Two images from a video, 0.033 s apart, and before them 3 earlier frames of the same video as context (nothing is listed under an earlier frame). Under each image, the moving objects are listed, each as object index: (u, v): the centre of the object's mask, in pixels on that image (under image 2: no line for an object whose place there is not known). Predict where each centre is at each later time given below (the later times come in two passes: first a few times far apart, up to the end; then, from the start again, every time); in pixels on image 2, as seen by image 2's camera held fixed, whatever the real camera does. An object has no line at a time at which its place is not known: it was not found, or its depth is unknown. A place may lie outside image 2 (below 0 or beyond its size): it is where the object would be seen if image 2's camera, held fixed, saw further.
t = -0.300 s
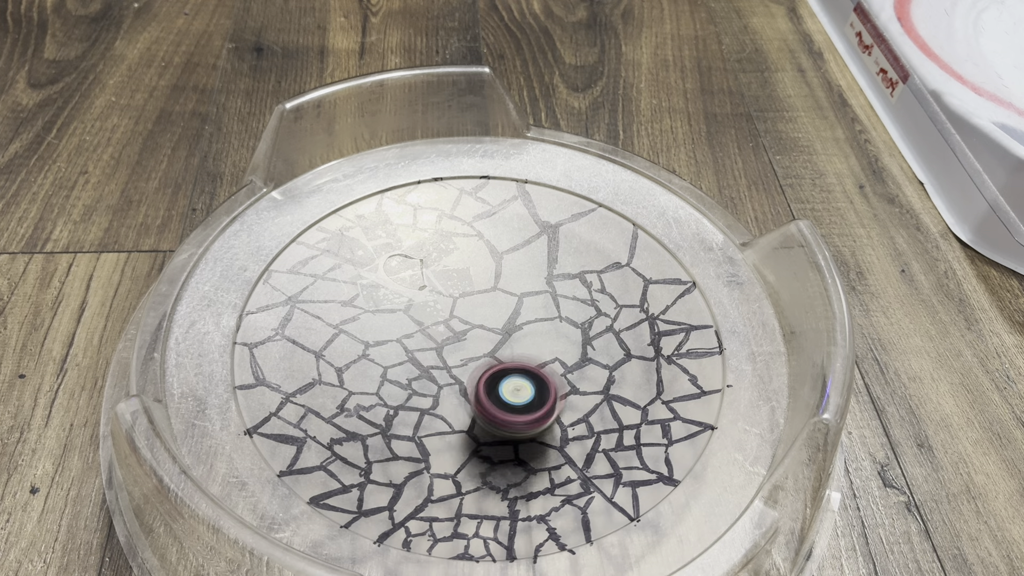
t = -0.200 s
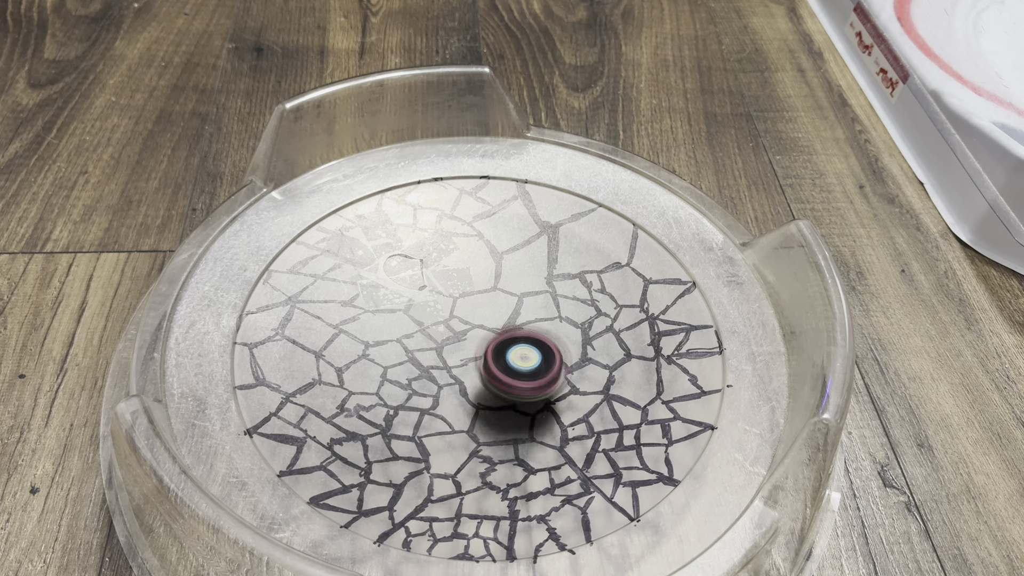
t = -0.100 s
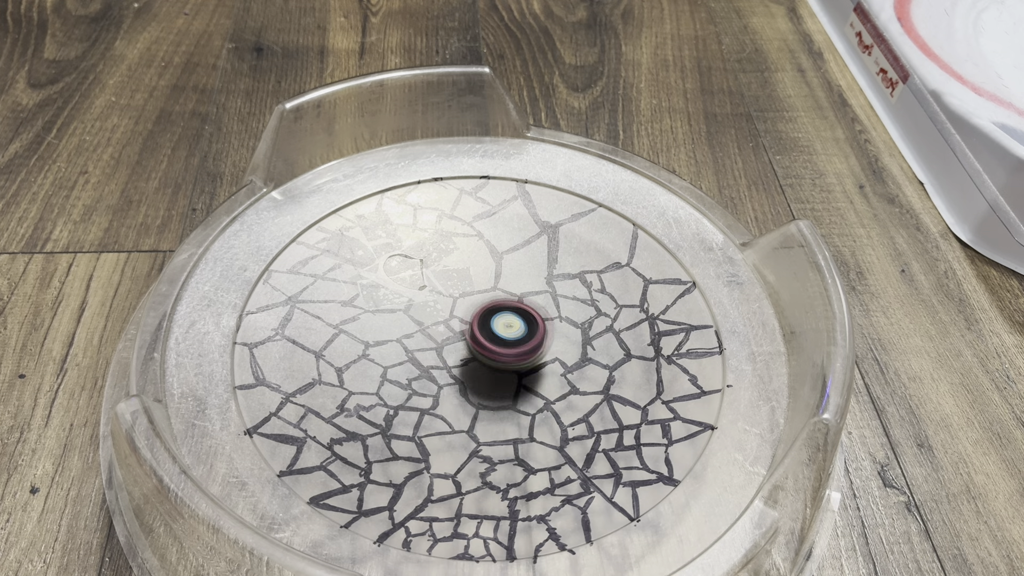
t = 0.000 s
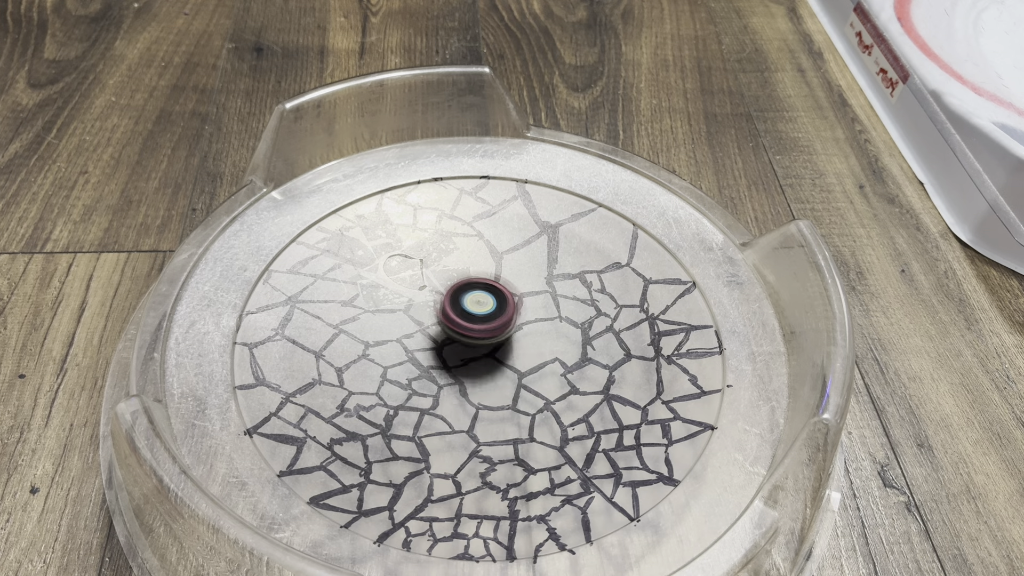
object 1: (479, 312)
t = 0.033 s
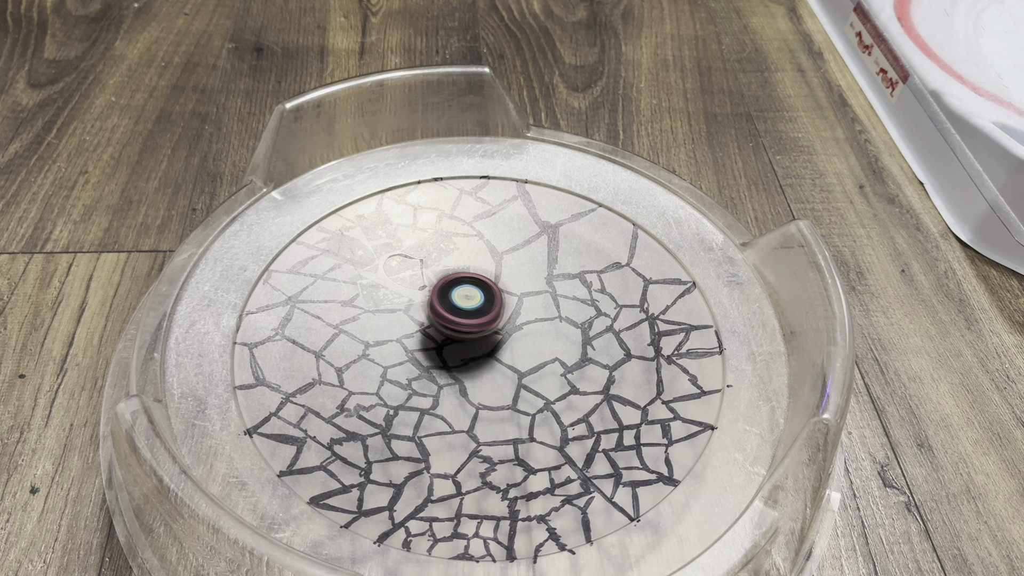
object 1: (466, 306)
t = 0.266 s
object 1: (385, 308)
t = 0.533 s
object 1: (414, 370)
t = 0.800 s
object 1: (507, 334)
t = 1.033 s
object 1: (500, 274)
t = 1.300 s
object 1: (432, 282)
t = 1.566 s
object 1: (474, 348)
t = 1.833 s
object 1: (563, 342)
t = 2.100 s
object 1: (544, 291)
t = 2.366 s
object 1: (471, 329)
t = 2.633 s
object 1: (485, 397)
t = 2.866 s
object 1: (552, 389)
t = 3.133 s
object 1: (507, 331)
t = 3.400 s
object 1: (419, 335)
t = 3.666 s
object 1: (415, 389)
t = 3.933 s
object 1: (495, 355)
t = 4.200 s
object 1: (477, 294)
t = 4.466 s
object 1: (438, 282)
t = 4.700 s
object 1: (430, 294)
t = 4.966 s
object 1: (466, 339)
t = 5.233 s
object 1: (542, 339)
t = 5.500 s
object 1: (556, 317)
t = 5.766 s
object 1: (540, 315)
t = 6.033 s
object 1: (484, 329)
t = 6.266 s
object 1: (457, 372)
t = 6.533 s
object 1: (473, 394)
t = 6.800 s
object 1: (483, 390)
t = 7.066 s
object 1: (496, 349)
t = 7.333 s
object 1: (453, 305)
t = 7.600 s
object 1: (418, 304)
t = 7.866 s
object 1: (422, 321)
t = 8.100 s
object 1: (475, 345)
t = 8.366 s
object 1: (539, 325)
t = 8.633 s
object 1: (539, 304)
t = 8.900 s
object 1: (514, 303)
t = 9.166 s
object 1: (470, 339)
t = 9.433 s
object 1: (475, 387)
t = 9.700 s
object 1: (497, 392)
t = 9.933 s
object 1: (511, 369)
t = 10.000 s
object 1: (510, 358)
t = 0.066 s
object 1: (454, 302)
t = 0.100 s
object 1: (442, 300)
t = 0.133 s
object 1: (429, 298)
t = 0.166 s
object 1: (416, 298)
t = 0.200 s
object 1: (404, 300)
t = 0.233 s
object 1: (395, 303)
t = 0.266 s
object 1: (385, 308)
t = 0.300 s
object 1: (379, 315)
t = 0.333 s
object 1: (376, 322)
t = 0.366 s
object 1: (374, 332)
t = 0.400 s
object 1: (377, 340)
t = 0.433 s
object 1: (380, 350)
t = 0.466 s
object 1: (390, 358)
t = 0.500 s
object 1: (400, 364)
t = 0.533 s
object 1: (414, 370)
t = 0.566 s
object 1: (428, 371)
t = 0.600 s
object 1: (443, 371)
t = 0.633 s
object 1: (457, 368)
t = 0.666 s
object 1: (472, 362)
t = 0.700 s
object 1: (482, 356)
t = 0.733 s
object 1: (492, 350)
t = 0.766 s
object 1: (500, 342)
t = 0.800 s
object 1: (507, 334)
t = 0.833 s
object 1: (512, 323)
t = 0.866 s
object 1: (515, 314)
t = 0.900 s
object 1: (515, 306)
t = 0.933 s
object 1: (514, 297)
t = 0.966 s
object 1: (512, 289)
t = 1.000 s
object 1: (506, 281)
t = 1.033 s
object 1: (500, 274)
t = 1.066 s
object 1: (493, 268)
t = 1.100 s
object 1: (484, 264)
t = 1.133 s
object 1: (475, 262)
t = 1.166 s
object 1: (464, 262)
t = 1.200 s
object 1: (455, 263)
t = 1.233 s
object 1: (446, 267)
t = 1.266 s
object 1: (438, 272)
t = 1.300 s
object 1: (432, 282)
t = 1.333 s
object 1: (430, 290)
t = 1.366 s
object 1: (431, 301)
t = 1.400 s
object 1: (433, 310)
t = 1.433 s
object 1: (438, 320)
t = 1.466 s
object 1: (444, 329)
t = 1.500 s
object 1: (453, 337)
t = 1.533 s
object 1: (464, 343)
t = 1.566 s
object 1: (474, 348)
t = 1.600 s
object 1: (484, 352)
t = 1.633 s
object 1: (498, 355)
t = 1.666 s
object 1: (510, 357)
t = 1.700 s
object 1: (522, 356)
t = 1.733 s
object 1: (536, 354)
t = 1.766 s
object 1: (546, 352)
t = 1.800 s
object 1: (554, 347)
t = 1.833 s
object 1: (563, 342)
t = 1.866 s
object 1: (571, 335)
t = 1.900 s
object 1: (574, 328)
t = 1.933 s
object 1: (577, 320)
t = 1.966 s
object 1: (576, 313)
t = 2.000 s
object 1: (573, 304)
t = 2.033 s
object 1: (563, 299)
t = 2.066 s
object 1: (555, 294)
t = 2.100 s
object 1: (544, 291)
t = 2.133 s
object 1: (531, 291)
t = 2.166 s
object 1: (519, 292)
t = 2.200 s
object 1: (508, 295)
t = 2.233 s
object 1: (498, 300)
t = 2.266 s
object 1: (488, 307)
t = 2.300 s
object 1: (481, 313)
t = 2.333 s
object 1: (474, 322)
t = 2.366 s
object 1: (471, 329)
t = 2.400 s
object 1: (466, 339)
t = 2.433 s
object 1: (464, 349)
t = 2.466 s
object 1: (464, 357)
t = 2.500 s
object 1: (465, 367)
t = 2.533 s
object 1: (467, 375)
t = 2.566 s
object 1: (472, 383)
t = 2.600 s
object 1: (478, 391)
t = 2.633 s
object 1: (485, 397)
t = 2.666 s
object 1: (495, 403)
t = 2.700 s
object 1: (505, 406)
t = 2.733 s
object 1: (516, 407)
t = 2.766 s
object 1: (526, 406)
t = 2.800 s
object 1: (537, 402)
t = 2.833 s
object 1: (545, 397)
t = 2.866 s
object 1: (552, 389)
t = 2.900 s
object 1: (556, 381)
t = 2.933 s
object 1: (554, 372)
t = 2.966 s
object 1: (552, 363)
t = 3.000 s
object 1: (547, 353)
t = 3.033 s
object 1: (541, 346)
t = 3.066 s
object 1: (529, 341)
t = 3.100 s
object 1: (518, 336)
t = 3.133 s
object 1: (507, 331)
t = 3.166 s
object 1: (496, 328)
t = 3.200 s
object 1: (484, 325)
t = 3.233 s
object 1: (473, 324)
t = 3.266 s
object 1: (462, 325)
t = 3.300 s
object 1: (450, 326)
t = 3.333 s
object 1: (438, 328)
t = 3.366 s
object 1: (428, 331)
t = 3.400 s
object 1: (419, 335)
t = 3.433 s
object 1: (411, 340)
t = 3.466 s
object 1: (404, 346)
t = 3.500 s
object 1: (399, 352)
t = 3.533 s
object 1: (397, 359)
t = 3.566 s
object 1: (398, 366)
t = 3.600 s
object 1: (400, 375)
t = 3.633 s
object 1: (406, 383)
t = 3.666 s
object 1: (415, 389)
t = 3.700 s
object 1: (427, 391)
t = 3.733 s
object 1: (440, 393)
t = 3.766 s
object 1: (452, 391)
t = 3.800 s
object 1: (464, 387)
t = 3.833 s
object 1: (474, 381)
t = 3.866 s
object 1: (481, 372)
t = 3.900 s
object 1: (488, 366)
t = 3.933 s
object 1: (495, 355)
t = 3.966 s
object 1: (497, 348)
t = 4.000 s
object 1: (498, 339)
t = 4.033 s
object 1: (496, 330)
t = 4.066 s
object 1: (496, 321)
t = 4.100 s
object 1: (493, 314)
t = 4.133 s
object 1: (487, 306)
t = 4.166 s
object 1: (482, 300)
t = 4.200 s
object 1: (477, 294)
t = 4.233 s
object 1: (470, 289)
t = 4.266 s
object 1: (463, 285)
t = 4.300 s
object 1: (457, 283)
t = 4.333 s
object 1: (451, 281)
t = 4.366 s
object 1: (446, 280)
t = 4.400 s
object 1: (443, 280)
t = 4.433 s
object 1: (440, 281)
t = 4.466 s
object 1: (438, 282)
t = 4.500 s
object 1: (436, 282)
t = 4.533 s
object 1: (435, 284)
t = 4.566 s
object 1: (433, 285)
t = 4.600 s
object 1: (432, 286)
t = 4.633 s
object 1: (431, 288)
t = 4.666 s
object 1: (430, 291)
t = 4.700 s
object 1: (430, 294)
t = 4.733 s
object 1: (429, 298)
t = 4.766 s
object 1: (430, 304)
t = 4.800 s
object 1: (432, 309)
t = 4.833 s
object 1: (436, 316)
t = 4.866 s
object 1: (441, 323)
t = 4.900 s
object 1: (447, 329)
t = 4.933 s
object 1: (455, 335)
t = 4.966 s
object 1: (466, 339)
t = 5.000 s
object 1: (474, 343)
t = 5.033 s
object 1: (484, 345)
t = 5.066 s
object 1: (494, 347)
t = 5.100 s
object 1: (504, 347)
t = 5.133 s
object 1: (515, 346)
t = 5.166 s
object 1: (524, 345)
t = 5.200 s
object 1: (534, 342)
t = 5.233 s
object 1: (542, 339)
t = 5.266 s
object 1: (547, 335)
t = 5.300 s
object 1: (550, 330)
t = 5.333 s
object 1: (553, 326)
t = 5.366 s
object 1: (554, 324)
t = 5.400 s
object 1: (554, 322)
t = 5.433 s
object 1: (555, 321)
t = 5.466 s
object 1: (555, 320)
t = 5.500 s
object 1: (556, 317)
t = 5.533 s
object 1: (555, 317)
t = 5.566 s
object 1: (553, 316)
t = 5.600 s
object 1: (552, 317)
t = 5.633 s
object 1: (551, 317)
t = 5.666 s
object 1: (549, 316)
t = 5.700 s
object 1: (547, 316)
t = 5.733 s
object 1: (544, 315)
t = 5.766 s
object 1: (540, 315)
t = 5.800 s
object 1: (535, 314)
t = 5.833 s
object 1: (530, 314)
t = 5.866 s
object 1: (523, 314)
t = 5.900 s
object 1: (515, 316)
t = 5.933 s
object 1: (507, 318)
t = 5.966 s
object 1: (499, 321)
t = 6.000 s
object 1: (491, 324)
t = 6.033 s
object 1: (484, 329)
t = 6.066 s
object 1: (478, 335)
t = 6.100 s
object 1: (472, 340)
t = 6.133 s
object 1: (467, 346)
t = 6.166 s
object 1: (463, 353)
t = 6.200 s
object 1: (459, 358)
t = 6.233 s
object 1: (457, 365)
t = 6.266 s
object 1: (457, 372)
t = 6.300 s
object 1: (458, 378)
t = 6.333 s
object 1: (460, 383)
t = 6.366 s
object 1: (462, 388)
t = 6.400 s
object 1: (465, 390)
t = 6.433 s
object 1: (467, 392)
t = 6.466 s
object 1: (469, 393)
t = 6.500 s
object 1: (471, 393)
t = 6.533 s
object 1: (473, 394)
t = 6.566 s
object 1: (475, 394)
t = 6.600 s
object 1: (476, 394)
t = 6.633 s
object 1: (477, 393)
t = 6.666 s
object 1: (478, 393)
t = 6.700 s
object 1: (480, 392)
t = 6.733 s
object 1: (481, 391)
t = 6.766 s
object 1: (482, 391)
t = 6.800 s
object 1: (483, 390)
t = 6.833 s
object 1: (486, 387)
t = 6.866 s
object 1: (488, 385)
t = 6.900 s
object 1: (491, 381)
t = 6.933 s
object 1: (494, 376)
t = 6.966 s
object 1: (496, 371)
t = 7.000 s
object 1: (497, 363)
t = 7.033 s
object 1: (498, 356)
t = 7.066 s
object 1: (496, 349)
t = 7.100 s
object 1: (495, 341)
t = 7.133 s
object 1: (489, 335)
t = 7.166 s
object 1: (487, 328)
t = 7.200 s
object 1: (482, 322)
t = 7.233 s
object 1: (477, 317)
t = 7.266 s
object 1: (470, 313)
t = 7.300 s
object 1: (461, 308)
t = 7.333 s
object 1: (453, 305)
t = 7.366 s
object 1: (446, 302)
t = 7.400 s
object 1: (440, 301)
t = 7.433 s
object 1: (434, 300)
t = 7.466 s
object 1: (429, 300)
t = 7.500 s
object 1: (424, 301)
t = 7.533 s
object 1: (421, 302)
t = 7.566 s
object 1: (420, 303)
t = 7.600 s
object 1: (418, 304)
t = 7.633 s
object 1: (418, 305)
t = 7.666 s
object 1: (417, 307)
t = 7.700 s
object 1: (417, 308)
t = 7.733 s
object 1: (418, 310)
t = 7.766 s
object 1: (418, 312)
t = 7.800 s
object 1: (419, 314)
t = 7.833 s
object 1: (421, 317)
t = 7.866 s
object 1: (422, 321)
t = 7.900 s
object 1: (426, 326)
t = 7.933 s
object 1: (431, 331)
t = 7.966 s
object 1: (438, 335)
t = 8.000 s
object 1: (445, 340)
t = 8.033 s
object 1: (454, 343)
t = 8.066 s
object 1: (465, 345)
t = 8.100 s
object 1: (475, 345)
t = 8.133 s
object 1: (483, 346)
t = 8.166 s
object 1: (494, 345)
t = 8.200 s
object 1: (503, 344)
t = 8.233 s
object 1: (514, 339)
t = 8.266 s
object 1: (520, 338)
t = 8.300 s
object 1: (527, 334)
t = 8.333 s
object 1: (533, 329)
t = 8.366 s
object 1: (539, 325)
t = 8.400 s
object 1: (541, 320)
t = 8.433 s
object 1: (544, 315)
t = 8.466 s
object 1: (544, 313)
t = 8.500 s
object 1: (544, 310)
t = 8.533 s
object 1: (543, 307)
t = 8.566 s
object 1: (543, 306)
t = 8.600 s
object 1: (541, 305)
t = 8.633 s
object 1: (539, 304)
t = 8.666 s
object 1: (538, 303)
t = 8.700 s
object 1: (536, 303)
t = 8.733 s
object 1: (535, 303)
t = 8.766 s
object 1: (532, 302)
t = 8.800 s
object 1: (529, 302)
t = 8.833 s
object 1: (526, 302)
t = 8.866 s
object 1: (520, 303)
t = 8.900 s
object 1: (514, 303)
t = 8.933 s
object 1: (508, 305)
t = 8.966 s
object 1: (502, 308)
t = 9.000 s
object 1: (495, 311)
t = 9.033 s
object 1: (488, 316)
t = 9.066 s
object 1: (482, 321)
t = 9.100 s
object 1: (478, 326)
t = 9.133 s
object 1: (474, 333)
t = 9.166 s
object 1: (470, 339)
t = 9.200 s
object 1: (466, 345)
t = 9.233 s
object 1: (466, 352)
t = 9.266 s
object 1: (466, 359)
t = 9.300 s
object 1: (465, 365)
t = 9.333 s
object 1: (465, 372)
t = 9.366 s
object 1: (468, 378)
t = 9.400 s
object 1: (472, 382)
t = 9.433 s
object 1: (475, 387)
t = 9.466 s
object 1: (478, 390)
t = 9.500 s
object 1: (482, 393)
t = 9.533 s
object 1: (487, 392)
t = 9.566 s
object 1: (489, 395)
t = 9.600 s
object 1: (492, 394)
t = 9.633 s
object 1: (495, 392)
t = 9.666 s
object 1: (496, 393)
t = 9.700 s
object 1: (497, 392)
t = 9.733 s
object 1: (501, 390)
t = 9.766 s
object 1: (503, 387)
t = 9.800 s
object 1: (504, 387)
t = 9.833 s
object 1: (506, 384)
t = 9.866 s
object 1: (508, 381)
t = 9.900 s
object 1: (510, 377)
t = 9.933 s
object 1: (511, 369)
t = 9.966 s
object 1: (511, 364)
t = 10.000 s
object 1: (510, 358)
